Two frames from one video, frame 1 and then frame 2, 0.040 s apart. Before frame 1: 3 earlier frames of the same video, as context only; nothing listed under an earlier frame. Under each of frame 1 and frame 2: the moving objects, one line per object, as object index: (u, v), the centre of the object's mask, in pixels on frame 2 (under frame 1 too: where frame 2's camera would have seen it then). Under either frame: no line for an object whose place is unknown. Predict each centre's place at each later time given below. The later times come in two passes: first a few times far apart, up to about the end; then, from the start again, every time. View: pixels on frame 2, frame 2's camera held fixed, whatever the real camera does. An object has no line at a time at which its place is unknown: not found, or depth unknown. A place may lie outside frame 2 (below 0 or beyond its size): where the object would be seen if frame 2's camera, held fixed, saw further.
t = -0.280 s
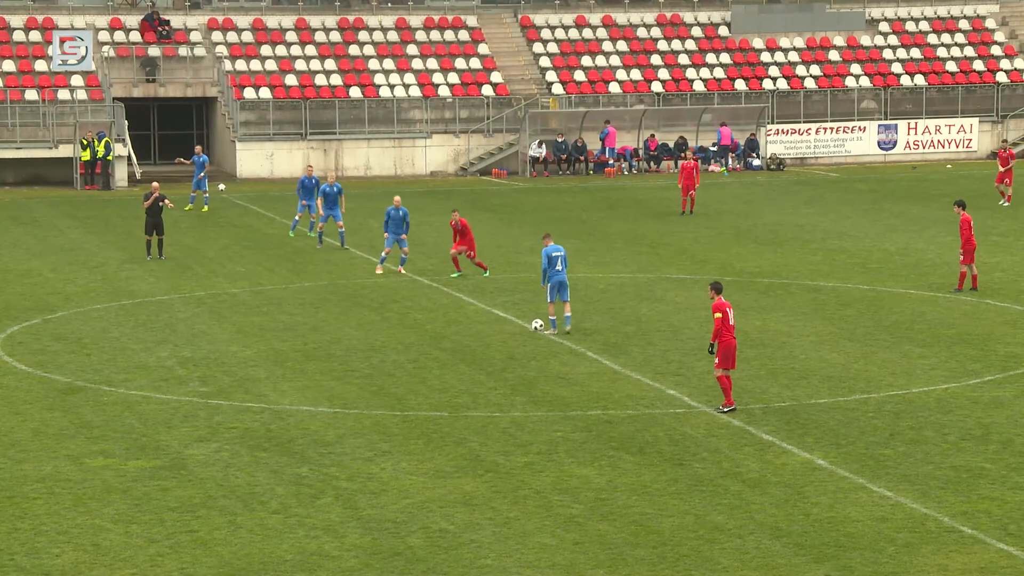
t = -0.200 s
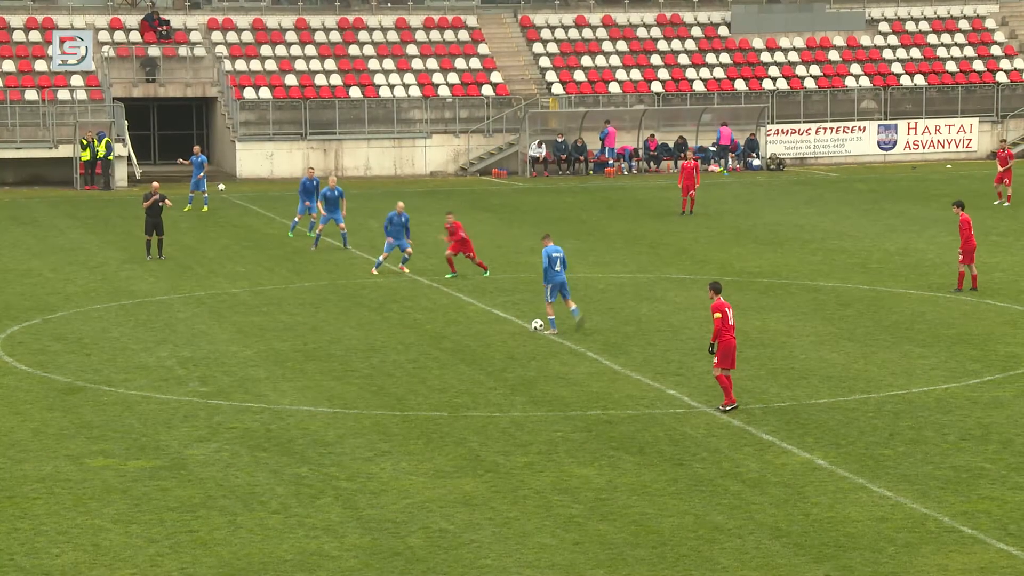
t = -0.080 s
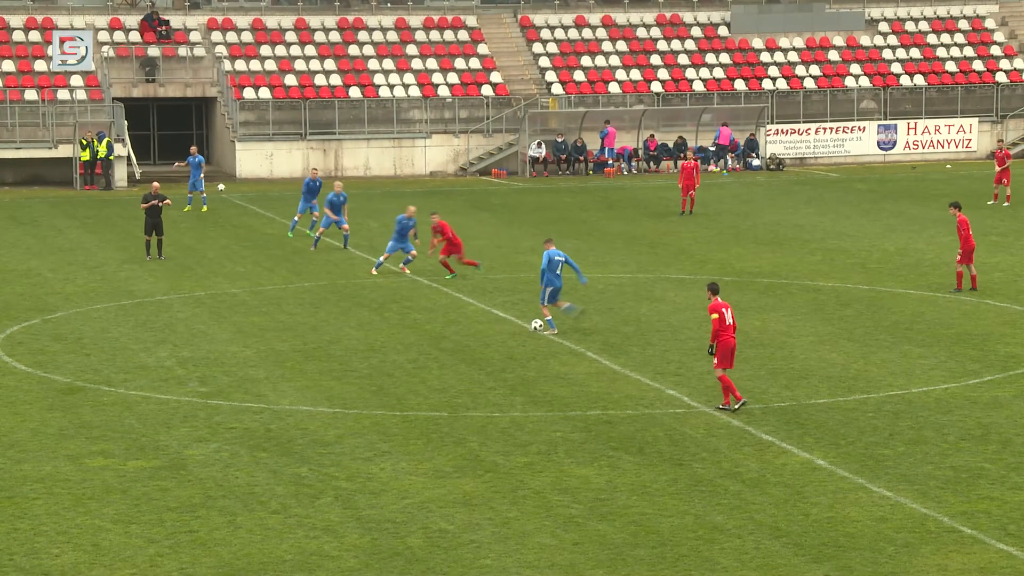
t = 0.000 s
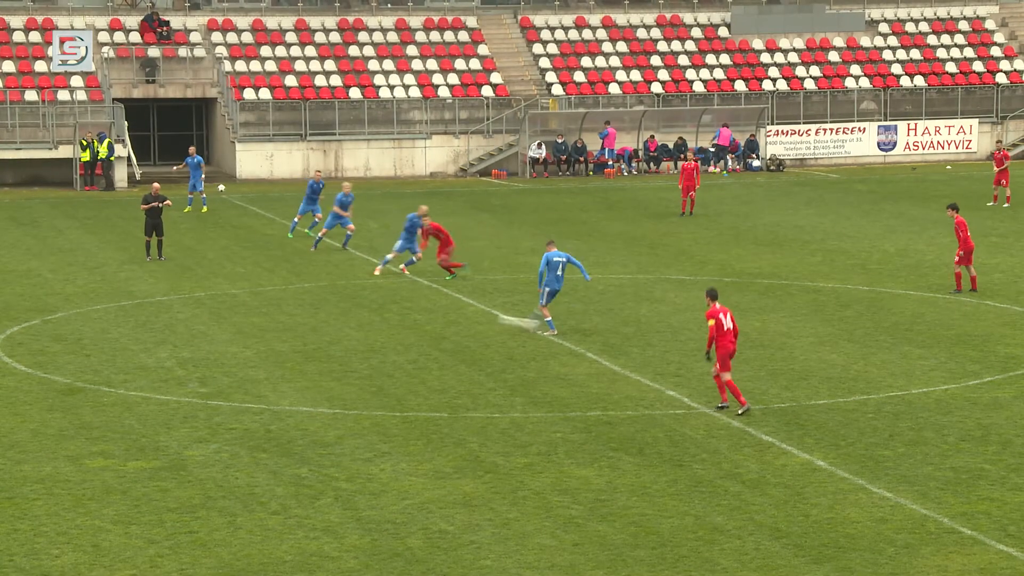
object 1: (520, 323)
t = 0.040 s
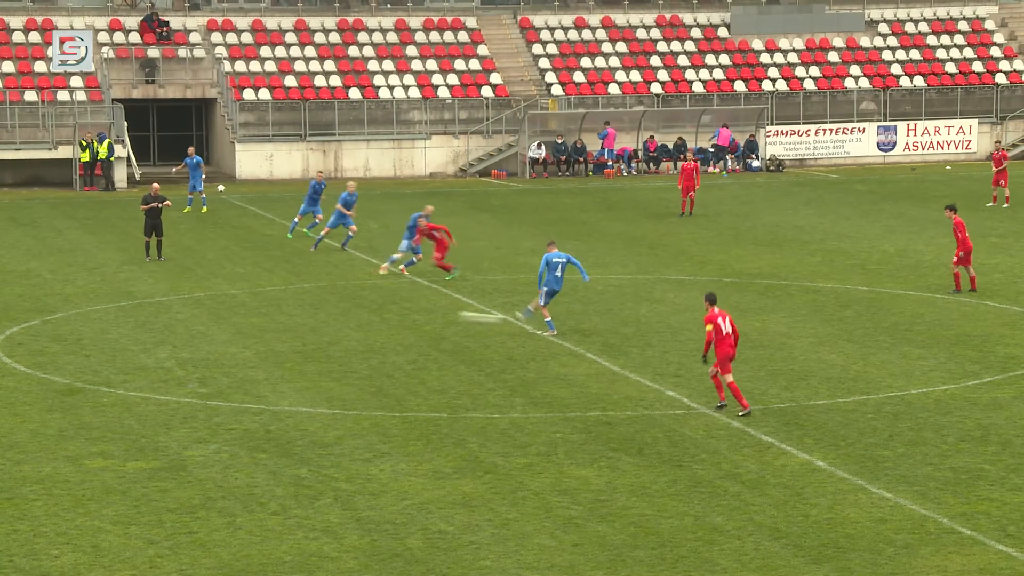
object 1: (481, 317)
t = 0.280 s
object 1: (252, 309)
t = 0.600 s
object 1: (-26, 325)
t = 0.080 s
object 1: (441, 313)
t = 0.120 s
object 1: (402, 310)
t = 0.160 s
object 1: (364, 308)
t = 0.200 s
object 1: (326, 308)
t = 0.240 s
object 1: (288, 308)
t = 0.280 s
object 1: (252, 309)
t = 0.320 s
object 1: (214, 311)
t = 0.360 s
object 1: (175, 314)
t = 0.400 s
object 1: (138, 318)
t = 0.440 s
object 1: (101, 324)
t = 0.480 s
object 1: (65, 330)
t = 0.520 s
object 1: (32, 329)
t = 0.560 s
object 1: (0, 327)
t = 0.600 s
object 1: (-26, 325)
